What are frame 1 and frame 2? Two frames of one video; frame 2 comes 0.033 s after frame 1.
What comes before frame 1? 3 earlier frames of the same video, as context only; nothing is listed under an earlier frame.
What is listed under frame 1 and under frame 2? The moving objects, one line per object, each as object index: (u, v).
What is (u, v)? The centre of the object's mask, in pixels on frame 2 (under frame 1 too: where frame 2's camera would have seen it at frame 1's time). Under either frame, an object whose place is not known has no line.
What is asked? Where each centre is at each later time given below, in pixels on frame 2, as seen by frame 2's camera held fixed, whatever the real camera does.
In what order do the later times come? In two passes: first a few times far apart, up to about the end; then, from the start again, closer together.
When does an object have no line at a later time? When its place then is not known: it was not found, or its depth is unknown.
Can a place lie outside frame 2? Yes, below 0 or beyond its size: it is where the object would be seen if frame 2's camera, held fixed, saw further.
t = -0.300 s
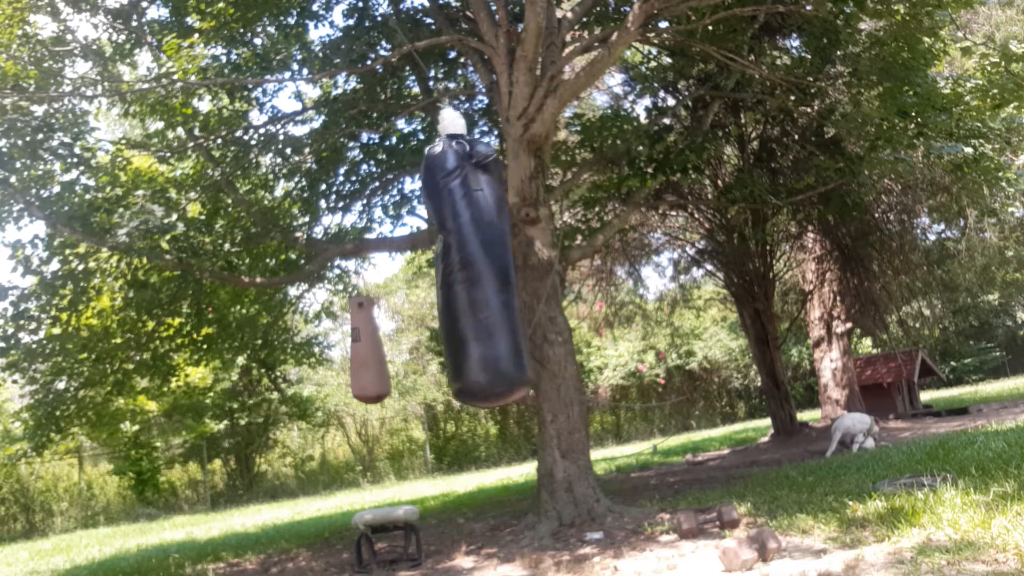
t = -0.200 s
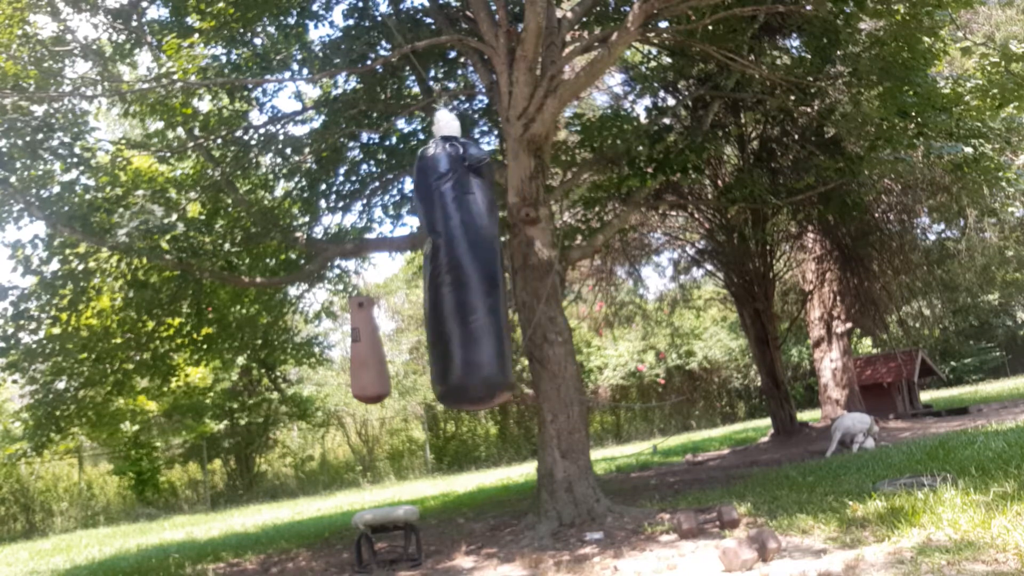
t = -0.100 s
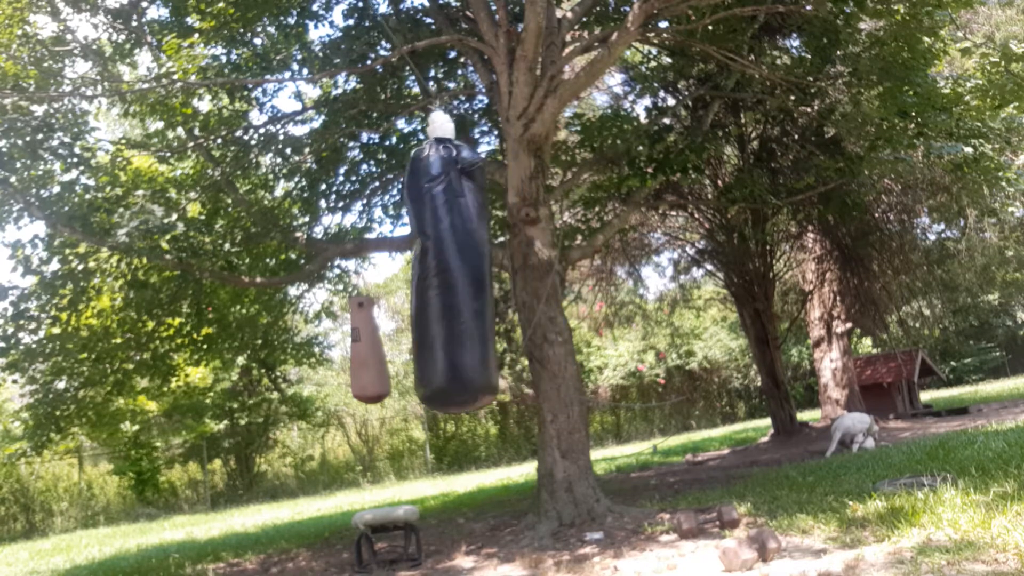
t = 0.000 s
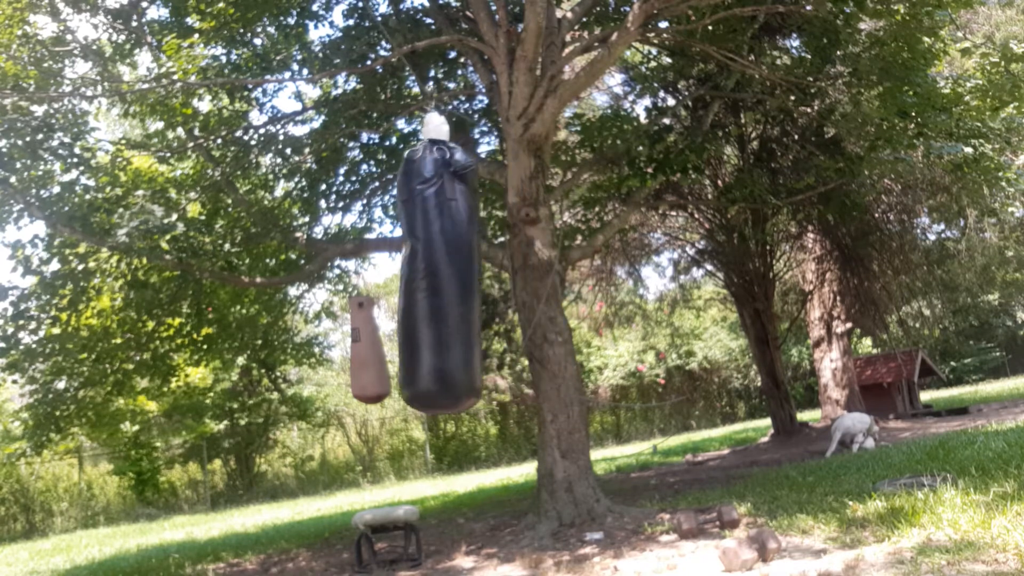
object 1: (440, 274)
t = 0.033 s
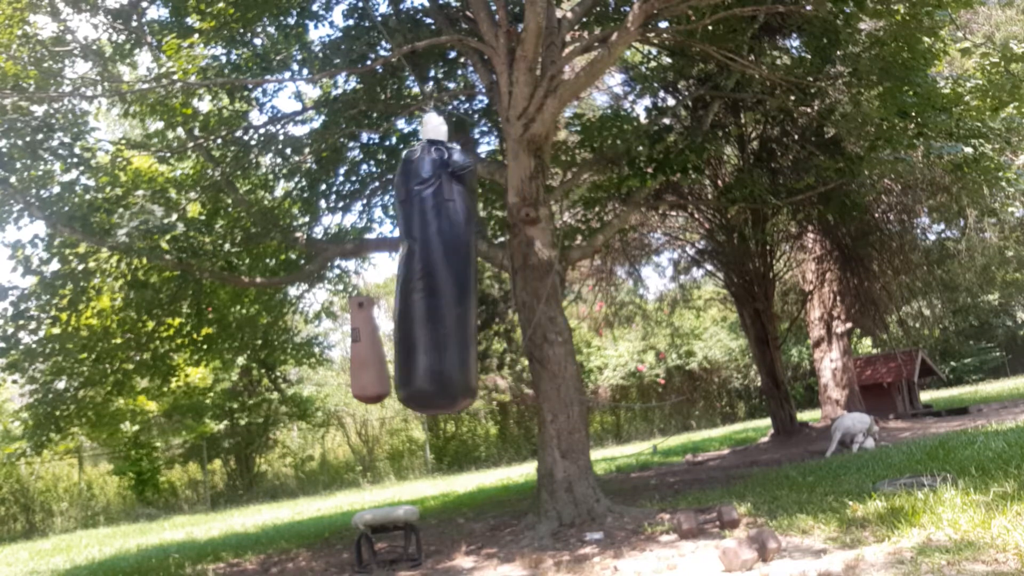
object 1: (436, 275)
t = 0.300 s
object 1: (418, 275)
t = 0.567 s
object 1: (420, 275)
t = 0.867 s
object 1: (444, 274)
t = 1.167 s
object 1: (479, 267)
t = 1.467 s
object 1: (505, 261)
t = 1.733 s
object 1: (506, 261)
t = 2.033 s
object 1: (482, 267)
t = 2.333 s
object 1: (448, 274)
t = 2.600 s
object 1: (423, 274)
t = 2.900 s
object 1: (416, 275)
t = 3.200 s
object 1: (437, 274)
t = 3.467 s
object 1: (469, 269)
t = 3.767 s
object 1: (501, 262)
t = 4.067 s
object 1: (508, 260)
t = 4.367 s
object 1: (488, 264)
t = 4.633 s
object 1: (457, 273)
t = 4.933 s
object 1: (424, 274)
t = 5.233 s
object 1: (414, 274)
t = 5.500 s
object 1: (429, 274)
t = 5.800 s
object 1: (464, 271)
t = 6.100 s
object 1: (498, 262)
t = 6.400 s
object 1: (509, 260)
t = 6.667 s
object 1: (496, 263)
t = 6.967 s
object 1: (461, 272)
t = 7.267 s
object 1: (427, 276)
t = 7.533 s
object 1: (414, 272)
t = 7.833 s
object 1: (426, 274)
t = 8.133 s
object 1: (459, 273)
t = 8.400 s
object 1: (491, 264)
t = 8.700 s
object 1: (508, 260)
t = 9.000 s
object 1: (498, 262)
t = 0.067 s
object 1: (433, 275)
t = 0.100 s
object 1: (430, 275)
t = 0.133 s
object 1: (427, 275)
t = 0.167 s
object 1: (425, 274)
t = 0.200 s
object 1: (424, 274)
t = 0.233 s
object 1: (422, 274)
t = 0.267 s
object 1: (420, 274)
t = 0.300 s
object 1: (418, 275)
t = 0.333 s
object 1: (418, 274)
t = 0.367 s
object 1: (418, 274)
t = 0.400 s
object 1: (417, 274)
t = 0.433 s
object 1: (417, 274)
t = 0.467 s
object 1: (417, 274)
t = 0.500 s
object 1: (418, 274)
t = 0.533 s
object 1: (419, 274)
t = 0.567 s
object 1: (420, 275)
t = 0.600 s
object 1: (422, 274)
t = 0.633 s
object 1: (424, 274)
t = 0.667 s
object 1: (426, 274)
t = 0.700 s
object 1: (428, 275)
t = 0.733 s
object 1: (431, 275)
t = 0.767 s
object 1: (434, 275)
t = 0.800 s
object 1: (437, 275)
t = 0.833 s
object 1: (441, 274)
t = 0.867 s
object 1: (444, 274)
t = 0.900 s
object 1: (449, 273)
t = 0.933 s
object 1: (452, 273)
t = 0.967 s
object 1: (456, 273)
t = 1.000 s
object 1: (460, 273)
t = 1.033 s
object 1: (464, 271)
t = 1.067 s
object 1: (468, 270)
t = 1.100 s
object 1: (472, 270)
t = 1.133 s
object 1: (476, 268)
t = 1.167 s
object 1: (479, 267)
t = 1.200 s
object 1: (483, 266)
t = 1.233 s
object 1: (486, 265)
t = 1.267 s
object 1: (490, 263)
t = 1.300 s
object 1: (493, 263)
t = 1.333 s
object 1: (496, 263)
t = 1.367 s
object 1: (498, 262)
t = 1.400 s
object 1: (501, 262)
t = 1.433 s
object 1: (503, 261)
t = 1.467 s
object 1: (505, 261)
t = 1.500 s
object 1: (506, 260)
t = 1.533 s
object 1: (506, 260)
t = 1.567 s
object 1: (507, 259)
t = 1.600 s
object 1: (507, 260)
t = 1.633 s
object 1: (507, 259)
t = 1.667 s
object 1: (507, 260)
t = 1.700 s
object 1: (507, 260)
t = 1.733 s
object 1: (506, 261)
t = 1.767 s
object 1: (505, 262)
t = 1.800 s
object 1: (503, 263)
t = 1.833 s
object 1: (500, 263)
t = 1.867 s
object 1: (497, 263)
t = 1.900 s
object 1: (495, 263)
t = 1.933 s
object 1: (493, 264)
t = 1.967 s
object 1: (489, 264)
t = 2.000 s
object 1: (485, 266)
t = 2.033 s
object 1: (482, 267)
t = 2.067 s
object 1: (478, 269)
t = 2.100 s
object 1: (474, 270)
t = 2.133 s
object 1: (471, 271)
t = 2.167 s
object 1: (467, 271)
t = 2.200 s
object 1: (462, 271)
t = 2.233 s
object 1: (459, 273)
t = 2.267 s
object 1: (455, 274)
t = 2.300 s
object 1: (451, 274)
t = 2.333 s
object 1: (448, 274)
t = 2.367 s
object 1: (443, 276)
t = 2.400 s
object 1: (440, 274)
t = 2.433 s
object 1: (436, 275)
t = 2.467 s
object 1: (434, 275)
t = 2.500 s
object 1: (430, 275)
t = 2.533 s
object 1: (428, 275)
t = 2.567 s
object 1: (425, 274)
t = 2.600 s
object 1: (423, 274)
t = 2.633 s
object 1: (421, 274)
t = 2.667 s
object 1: (419, 274)
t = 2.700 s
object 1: (418, 274)
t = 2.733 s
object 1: (417, 274)
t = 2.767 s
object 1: (416, 274)
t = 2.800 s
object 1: (416, 274)
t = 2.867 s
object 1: (416, 275)
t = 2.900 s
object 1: (416, 275)
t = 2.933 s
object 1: (418, 275)
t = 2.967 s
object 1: (419, 274)
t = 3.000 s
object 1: (421, 274)
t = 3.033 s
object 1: (423, 274)
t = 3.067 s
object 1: (425, 274)
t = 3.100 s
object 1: (428, 273)
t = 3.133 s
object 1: (430, 274)
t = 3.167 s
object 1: (434, 274)
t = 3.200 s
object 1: (437, 274)
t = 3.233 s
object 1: (441, 274)
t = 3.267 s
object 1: (445, 273)
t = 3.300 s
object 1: (448, 273)
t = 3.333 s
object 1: (453, 273)
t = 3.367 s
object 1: (457, 272)
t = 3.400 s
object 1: (462, 271)
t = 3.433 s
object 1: (465, 271)
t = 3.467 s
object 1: (469, 269)
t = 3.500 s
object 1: (474, 268)
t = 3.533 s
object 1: (477, 267)
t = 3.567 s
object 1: (481, 266)
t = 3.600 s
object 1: (484, 265)
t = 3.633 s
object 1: (488, 264)
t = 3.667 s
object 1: (491, 262)
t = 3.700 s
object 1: (495, 263)
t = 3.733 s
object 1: (498, 262)
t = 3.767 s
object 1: (501, 262)
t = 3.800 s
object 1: (503, 261)
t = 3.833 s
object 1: (506, 261)
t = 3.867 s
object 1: (506, 260)
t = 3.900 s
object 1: (507, 260)
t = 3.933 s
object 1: (509, 260)
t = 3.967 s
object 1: (509, 260)
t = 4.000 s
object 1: (509, 260)
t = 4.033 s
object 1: (509, 260)
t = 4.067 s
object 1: (508, 260)
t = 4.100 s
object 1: (508, 260)
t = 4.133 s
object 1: (507, 261)
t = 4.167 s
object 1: (505, 262)
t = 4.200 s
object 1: (504, 263)
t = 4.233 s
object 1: (500, 262)
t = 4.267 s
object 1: (498, 262)
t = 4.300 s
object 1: (495, 263)
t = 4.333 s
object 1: (492, 264)
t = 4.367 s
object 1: (488, 264)
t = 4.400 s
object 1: (485, 266)
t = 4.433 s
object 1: (482, 266)
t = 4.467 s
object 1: (477, 268)
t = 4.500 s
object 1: (473, 269)
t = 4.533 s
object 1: (469, 271)
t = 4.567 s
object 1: (465, 272)
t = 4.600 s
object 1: (460, 272)
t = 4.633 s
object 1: (457, 273)
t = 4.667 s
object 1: (452, 273)
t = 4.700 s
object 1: (448, 274)
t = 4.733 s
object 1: (445, 274)
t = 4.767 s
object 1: (441, 274)
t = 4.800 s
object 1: (437, 274)
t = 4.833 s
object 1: (433, 275)
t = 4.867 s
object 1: (431, 274)
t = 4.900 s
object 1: (427, 274)
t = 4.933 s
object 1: (424, 274)
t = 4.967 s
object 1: (422, 274)
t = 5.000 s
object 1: (420, 273)
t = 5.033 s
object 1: (419, 273)
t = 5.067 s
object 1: (416, 274)
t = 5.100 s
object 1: (415, 274)
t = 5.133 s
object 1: (415, 274)
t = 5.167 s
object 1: (414, 273)
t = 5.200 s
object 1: (415, 273)
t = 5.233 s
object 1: (414, 274)
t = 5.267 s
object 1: (415, 274)
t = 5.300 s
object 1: (416, 273)
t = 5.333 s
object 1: (417, 274)
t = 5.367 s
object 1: (419, 273)
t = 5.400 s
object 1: (420, 274)
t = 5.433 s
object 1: (423, 273)
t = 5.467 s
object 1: (426, 273)
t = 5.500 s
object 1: (429, 274)
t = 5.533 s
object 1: (432, 274)
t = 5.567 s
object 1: (435, 274)
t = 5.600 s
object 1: (439, 274)
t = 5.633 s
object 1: (443, 273)
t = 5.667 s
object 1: (447, 273)
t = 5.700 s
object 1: (451, 272)
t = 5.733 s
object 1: (456, 272)
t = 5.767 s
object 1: (460, 271)
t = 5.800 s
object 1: (464, 271)
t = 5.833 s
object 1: (469, 270)
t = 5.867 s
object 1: (473, 269)
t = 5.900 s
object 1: (477, 268)
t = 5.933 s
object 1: (480, 266)
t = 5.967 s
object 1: (485, 265)
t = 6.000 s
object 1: (488, 265)
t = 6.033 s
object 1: (491, 264)
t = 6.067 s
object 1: (495, 263)
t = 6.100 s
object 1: (498, 262)
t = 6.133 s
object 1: (500, 261)
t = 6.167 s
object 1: (503, 262)
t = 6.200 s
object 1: (506, 261)
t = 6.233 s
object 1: (507, 260)
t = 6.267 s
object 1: (508, 260)
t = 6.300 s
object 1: (509, 260)
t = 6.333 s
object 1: (510, 260)
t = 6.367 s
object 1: (509, 260)
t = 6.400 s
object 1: (509, 260)
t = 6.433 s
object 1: (509, 259)
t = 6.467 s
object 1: (508, 260)
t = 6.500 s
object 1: (507, 260)
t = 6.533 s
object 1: (506, 261)
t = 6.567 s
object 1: (504, 262)
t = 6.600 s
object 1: (501, 262)
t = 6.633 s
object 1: (498, 262)
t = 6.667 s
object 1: (496, 263)
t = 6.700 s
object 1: (492, 263)
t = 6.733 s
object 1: (489, 264)
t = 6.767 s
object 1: (486, 265)
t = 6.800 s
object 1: (482, 266)
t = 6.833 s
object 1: (478, 268)
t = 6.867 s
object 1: (474, 269)
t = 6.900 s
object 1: (470, 269)
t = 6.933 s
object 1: (466, 270)
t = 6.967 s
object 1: (461, 272)
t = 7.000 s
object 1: (457, 272)
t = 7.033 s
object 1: (452, 273)
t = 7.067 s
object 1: (448, 274)
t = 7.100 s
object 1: (444, 274)
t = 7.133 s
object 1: (440, 274)
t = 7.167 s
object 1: (437, 274)
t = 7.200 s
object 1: (434, 272)
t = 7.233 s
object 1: (430, 273)
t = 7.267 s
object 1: (427, 276)
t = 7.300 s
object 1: (425, 275)
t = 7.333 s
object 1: (421, 274)
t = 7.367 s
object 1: (419, 271)
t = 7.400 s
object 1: (417, 274)
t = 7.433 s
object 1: (416, 277)
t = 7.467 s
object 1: (415, 275)
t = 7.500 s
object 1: (414, 273)
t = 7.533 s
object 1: (414, 272)
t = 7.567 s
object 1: (414, 276)
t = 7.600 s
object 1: (414, 276)
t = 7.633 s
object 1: (414, 274)
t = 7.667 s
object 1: (415, 273)
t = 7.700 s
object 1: (417, 274)
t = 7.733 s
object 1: (419, 275)
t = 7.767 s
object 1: (421, 274)
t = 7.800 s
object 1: (423, 274)
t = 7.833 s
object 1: (426, 274)
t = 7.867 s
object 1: (428, 274)
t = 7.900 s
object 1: (432, 274)
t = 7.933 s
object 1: (435, 274)
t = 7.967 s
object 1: (439, 274)
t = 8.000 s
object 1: (443, 274)
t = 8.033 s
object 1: (447, 273)
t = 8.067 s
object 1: (451, 273)
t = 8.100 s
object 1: (455, 273)
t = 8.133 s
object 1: (459, 273)
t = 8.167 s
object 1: (464, 272)
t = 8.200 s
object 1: (468, 271)
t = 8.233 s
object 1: (472, 270)
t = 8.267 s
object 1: (475, 268)
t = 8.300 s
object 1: (479, 267)
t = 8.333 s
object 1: (483, 266)
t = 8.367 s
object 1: (486, 264)
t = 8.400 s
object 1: (491, 264)
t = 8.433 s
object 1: (494, 264)
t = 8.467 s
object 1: (496, 263)
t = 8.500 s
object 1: (499, 263)
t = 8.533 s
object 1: (501, 262)
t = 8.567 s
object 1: (504, 262)
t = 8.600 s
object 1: (506, 261)
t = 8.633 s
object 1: (507, 260)
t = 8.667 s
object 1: (507, 260)
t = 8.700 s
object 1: (508, 260)
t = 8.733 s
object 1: (508, 260)
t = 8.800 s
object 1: (508, 260)
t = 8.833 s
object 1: (507, 260)
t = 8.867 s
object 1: (506, 260)
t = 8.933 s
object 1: (504, 262)
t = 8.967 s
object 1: (500, 262)
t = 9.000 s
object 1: (498, 262)
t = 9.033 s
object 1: (495, 263)
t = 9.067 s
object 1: (492, 263)
